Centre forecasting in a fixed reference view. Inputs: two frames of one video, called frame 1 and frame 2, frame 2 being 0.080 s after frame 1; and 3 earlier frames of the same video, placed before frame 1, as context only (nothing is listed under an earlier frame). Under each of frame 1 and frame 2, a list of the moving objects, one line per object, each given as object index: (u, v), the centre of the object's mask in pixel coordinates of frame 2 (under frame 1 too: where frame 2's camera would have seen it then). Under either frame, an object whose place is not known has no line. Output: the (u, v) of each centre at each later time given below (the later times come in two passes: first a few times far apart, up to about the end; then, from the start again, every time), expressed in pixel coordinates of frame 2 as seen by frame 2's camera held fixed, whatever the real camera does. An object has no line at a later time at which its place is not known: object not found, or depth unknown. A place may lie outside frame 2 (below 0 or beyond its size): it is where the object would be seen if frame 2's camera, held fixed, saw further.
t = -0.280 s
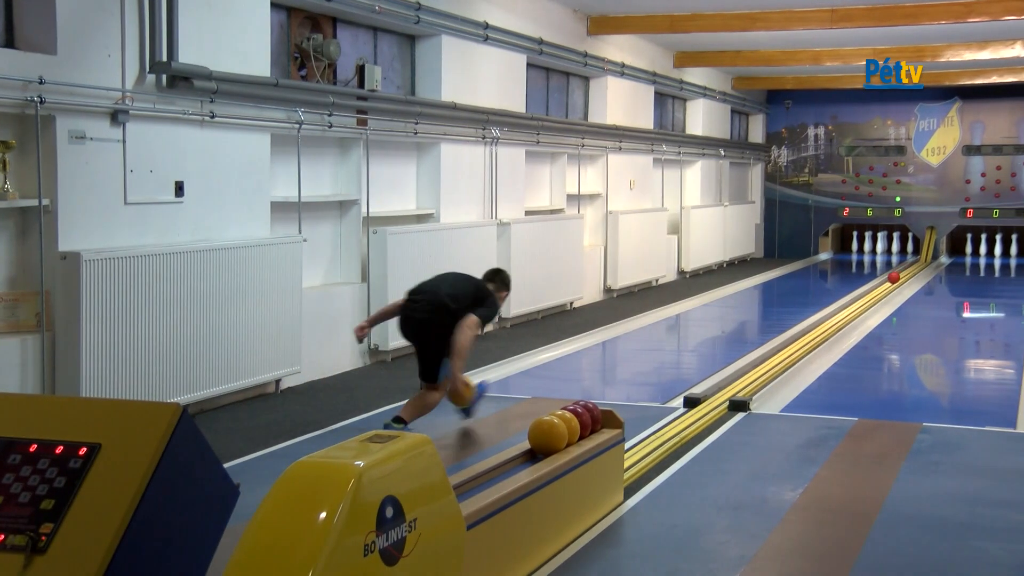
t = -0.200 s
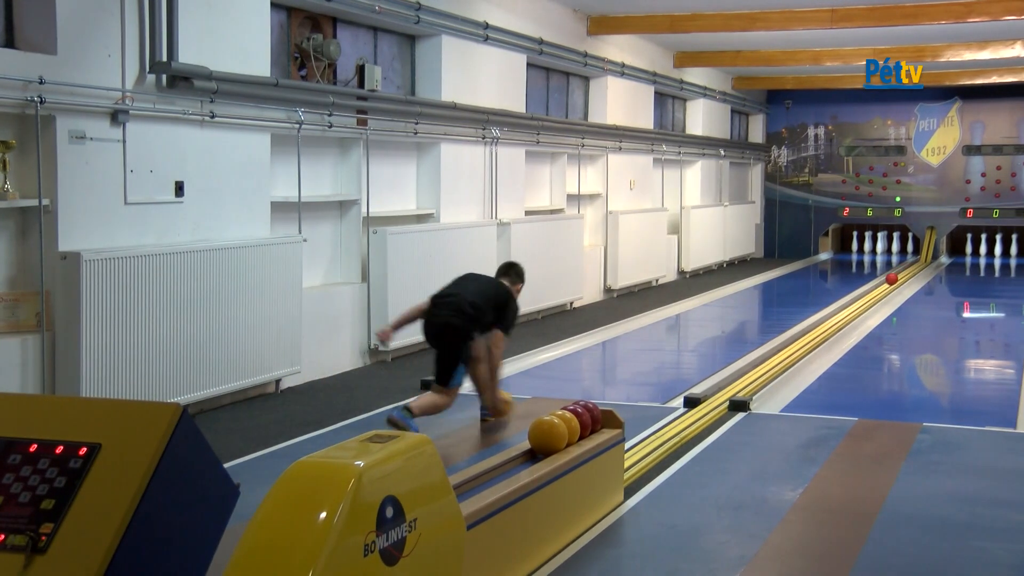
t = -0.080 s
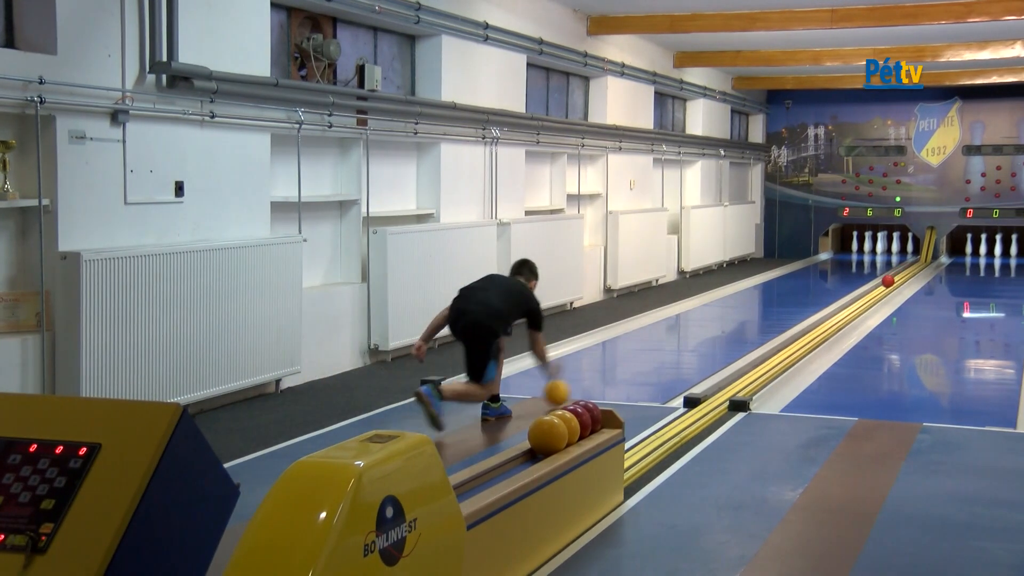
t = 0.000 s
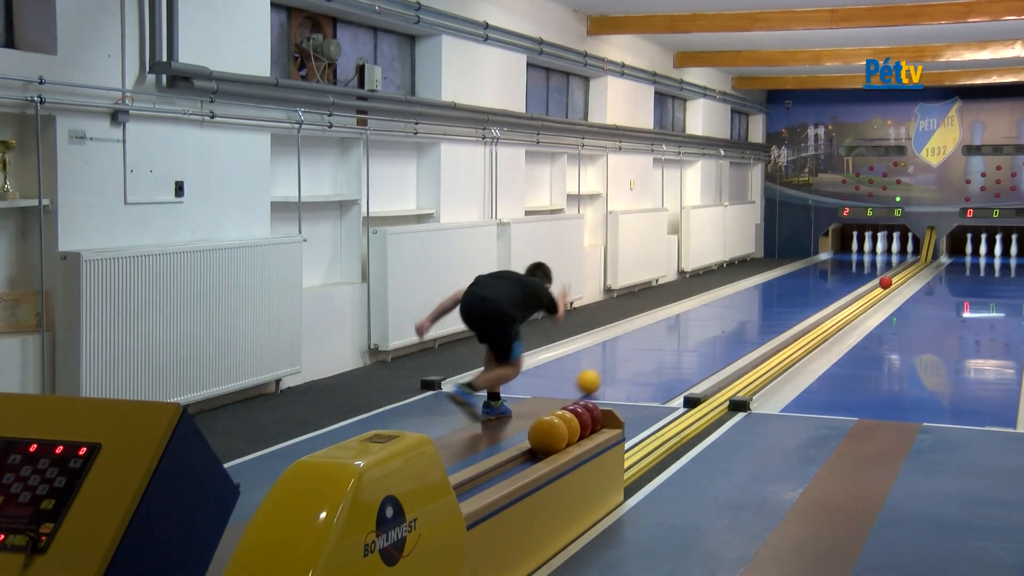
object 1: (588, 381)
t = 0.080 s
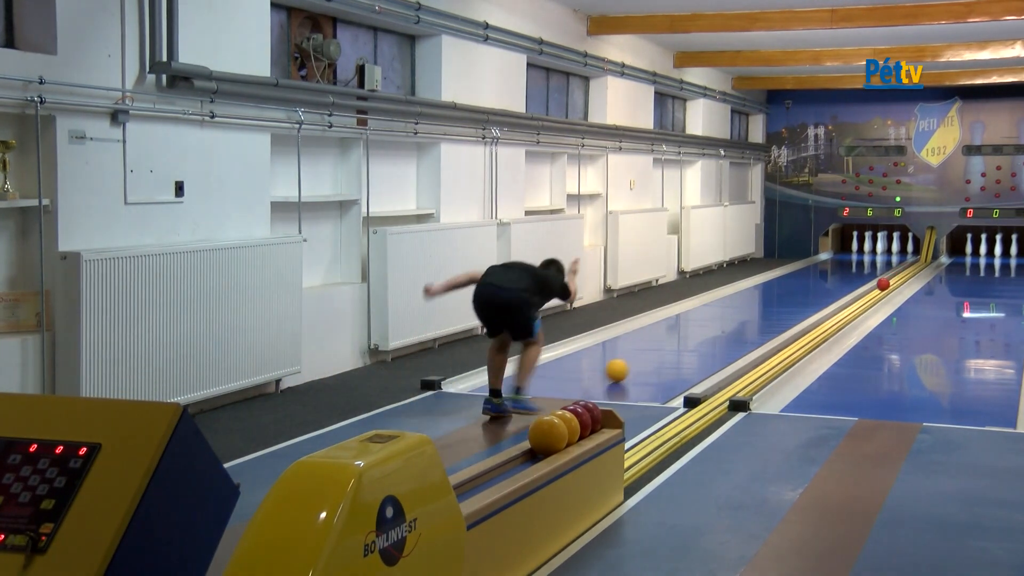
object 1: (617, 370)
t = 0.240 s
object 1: (664, 351)
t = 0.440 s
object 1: (709, 333)
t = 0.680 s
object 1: (750, 316)
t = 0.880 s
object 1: (776, 304)
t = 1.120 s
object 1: (801, 293)
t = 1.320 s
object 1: (817, 285)
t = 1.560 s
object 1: (832, 278)
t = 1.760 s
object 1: (842, 272)
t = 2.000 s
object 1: (851, 266)
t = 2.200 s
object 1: (858, 263)
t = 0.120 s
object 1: (629, 365)
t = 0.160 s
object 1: (642, 360)
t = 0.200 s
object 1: (653, 356)
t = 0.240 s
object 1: (664, 351)
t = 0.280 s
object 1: (673, 347)
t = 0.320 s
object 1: (683, 344)
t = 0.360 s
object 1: (692, 340)
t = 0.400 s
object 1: (700, 336)
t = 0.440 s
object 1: (709, 333)
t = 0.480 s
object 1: (716, 330)
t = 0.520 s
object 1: (724, 327)
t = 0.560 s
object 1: (731, 324)
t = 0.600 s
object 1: (738, 321)
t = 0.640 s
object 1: (744, 318)
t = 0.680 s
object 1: (750, 316)
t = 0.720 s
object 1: (756, 313)
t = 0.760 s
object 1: (761, 311)
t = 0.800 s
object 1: (767, 309)
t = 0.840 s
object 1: (771, 306)
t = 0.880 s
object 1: (776, 304)
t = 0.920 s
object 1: (781, 302)
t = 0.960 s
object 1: (785, 300)
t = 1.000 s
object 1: (789, 298)
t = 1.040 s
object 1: (793, 297)
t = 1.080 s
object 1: (797, 295)
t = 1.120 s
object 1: (801, 293)
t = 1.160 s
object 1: (804, 291)
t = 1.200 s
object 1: (808, 290)
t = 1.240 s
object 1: (811, 288)
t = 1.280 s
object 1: (814, 287)
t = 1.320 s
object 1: (817, 285)
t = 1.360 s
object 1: (820, 284)
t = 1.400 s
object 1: (823, 283)
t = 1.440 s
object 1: (825, 281)
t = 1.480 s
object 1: (828, 280)
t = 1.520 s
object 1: (830, 279)
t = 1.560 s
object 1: (832, 278)
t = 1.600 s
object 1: (834, 276)
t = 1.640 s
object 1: (836, 275)
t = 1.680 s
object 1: (838, 274)
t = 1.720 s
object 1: (841, 273)
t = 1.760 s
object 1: (842, 272)
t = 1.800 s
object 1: (844, 271)
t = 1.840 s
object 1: (846, 270)
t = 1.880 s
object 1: (847, 269)
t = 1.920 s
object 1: (848, 268)
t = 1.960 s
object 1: (850, 268)
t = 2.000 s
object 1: (851, 266)
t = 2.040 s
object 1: (853, 265)
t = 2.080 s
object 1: (854, 265)
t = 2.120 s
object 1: (855, 264)
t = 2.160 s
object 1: (857, 263)
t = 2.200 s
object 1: (858, 263)
